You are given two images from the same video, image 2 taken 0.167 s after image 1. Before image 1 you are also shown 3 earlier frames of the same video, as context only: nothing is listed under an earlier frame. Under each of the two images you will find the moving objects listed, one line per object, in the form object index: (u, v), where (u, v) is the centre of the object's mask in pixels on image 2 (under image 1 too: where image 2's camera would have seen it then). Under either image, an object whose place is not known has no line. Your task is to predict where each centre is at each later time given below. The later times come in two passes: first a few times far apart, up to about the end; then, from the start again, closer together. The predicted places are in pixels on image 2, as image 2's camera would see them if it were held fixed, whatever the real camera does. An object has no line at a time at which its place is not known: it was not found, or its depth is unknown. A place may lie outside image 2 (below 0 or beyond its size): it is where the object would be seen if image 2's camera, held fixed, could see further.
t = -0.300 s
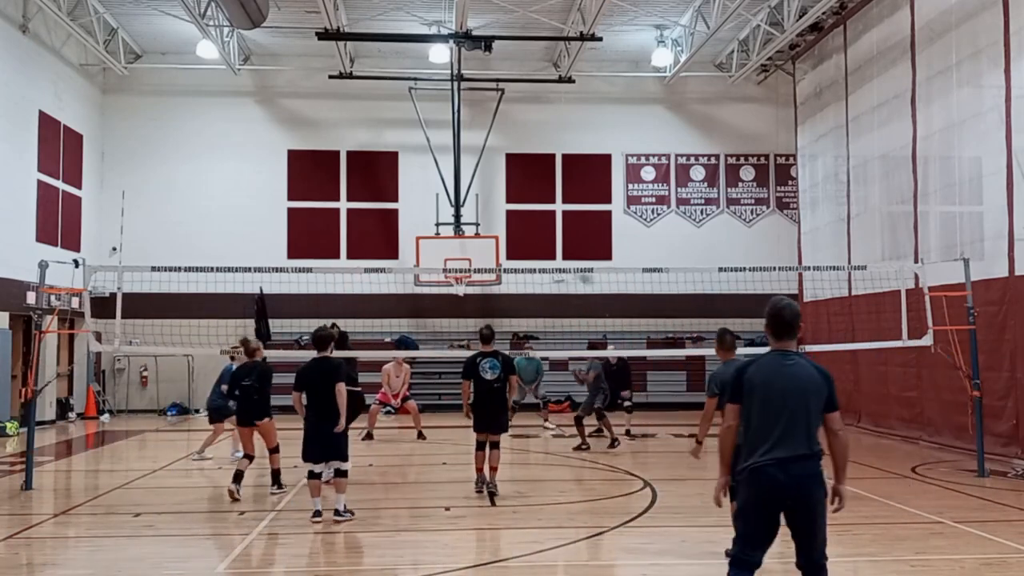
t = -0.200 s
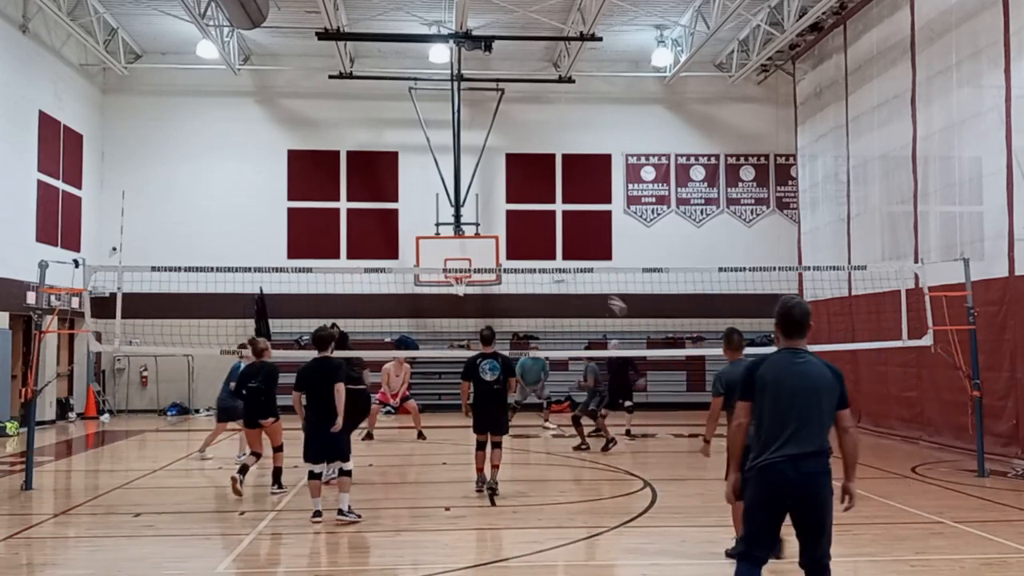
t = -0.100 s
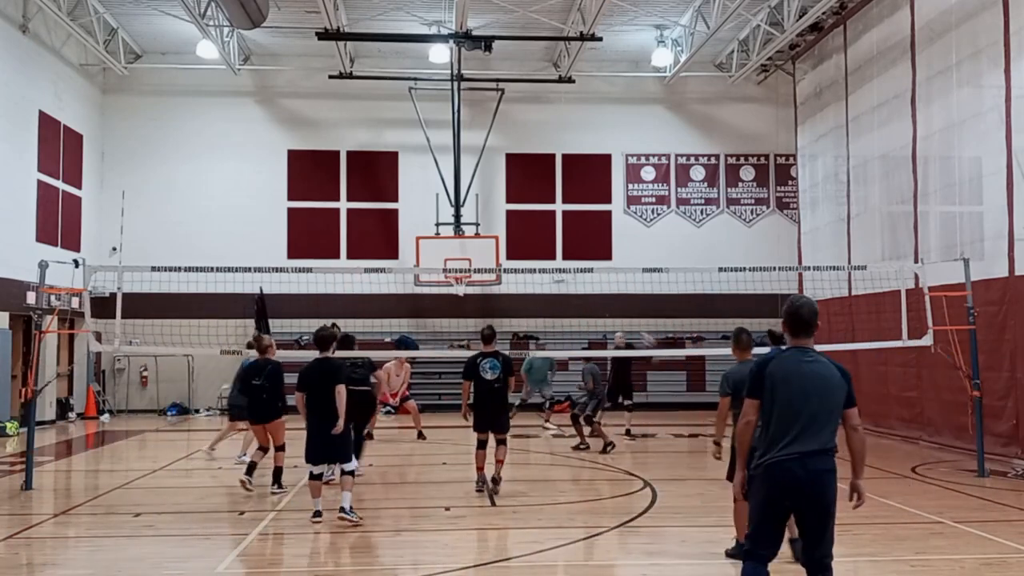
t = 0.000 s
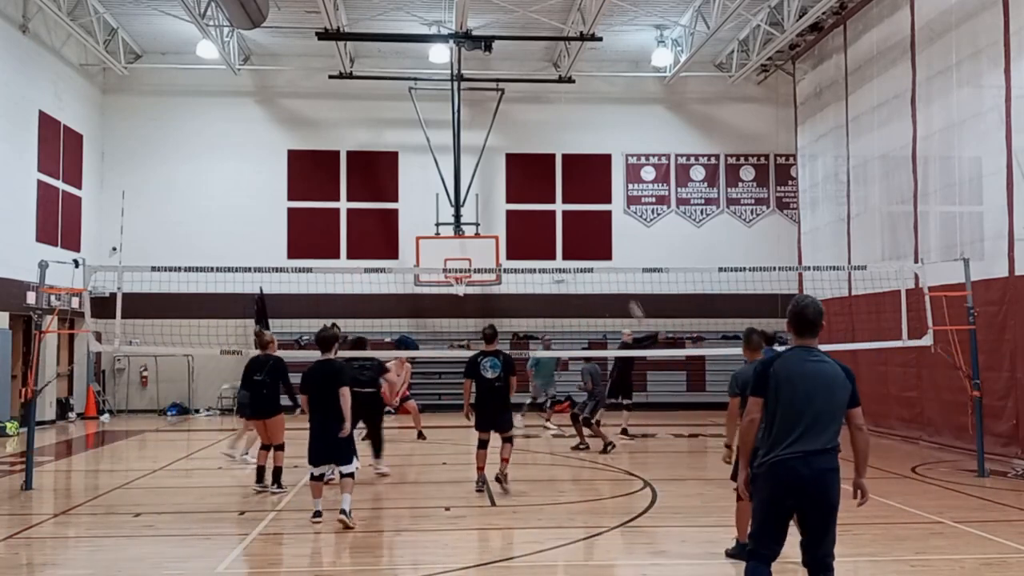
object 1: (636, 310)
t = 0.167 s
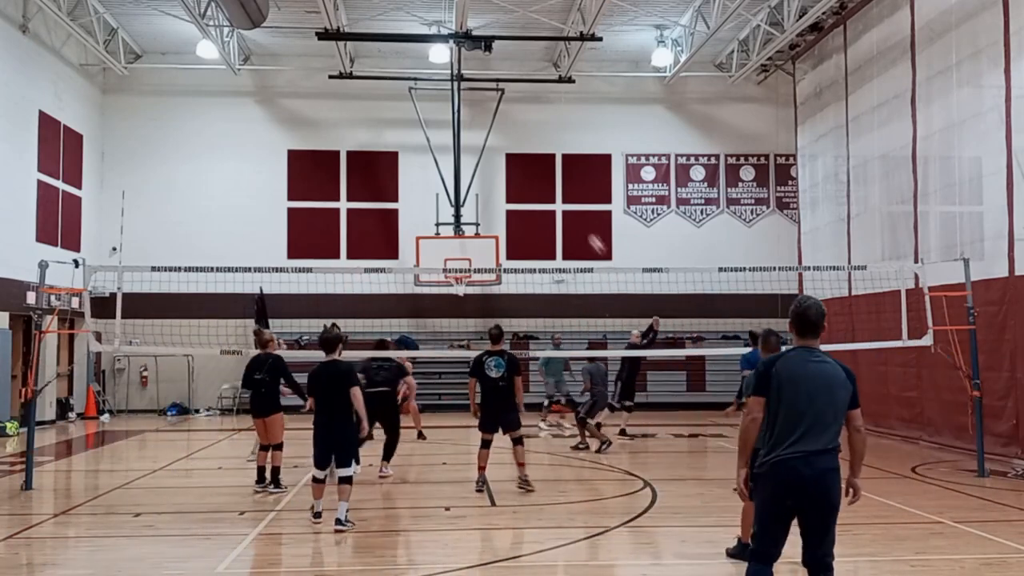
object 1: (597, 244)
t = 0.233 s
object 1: (580, 221)
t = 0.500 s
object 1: (515, 155)
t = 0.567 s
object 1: (496, 142)
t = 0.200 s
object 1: (588, 232)
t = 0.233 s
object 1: (580, 221)
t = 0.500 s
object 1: (515, 155)
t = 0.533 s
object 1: (505, 149)
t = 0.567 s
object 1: (496, 142)
